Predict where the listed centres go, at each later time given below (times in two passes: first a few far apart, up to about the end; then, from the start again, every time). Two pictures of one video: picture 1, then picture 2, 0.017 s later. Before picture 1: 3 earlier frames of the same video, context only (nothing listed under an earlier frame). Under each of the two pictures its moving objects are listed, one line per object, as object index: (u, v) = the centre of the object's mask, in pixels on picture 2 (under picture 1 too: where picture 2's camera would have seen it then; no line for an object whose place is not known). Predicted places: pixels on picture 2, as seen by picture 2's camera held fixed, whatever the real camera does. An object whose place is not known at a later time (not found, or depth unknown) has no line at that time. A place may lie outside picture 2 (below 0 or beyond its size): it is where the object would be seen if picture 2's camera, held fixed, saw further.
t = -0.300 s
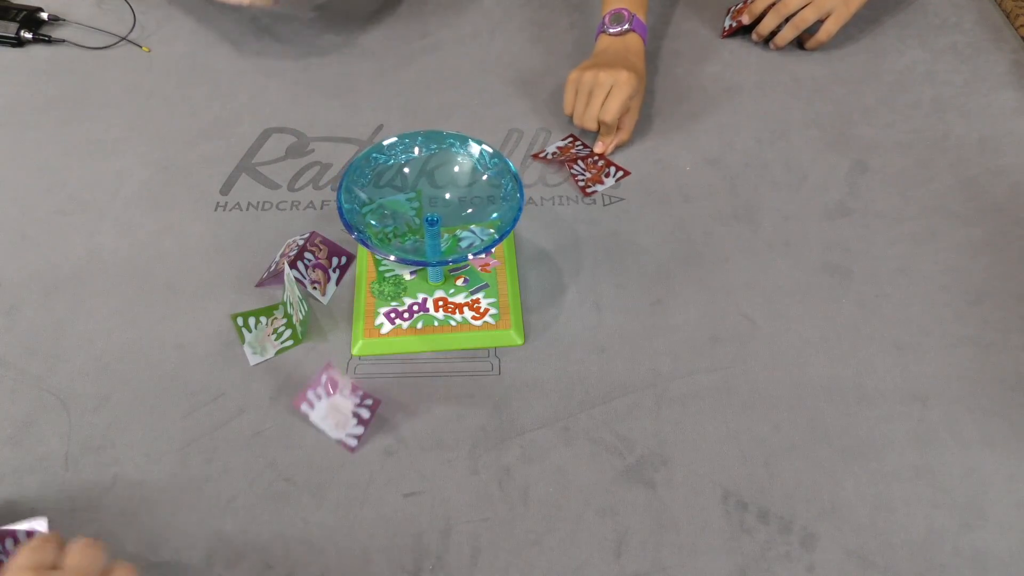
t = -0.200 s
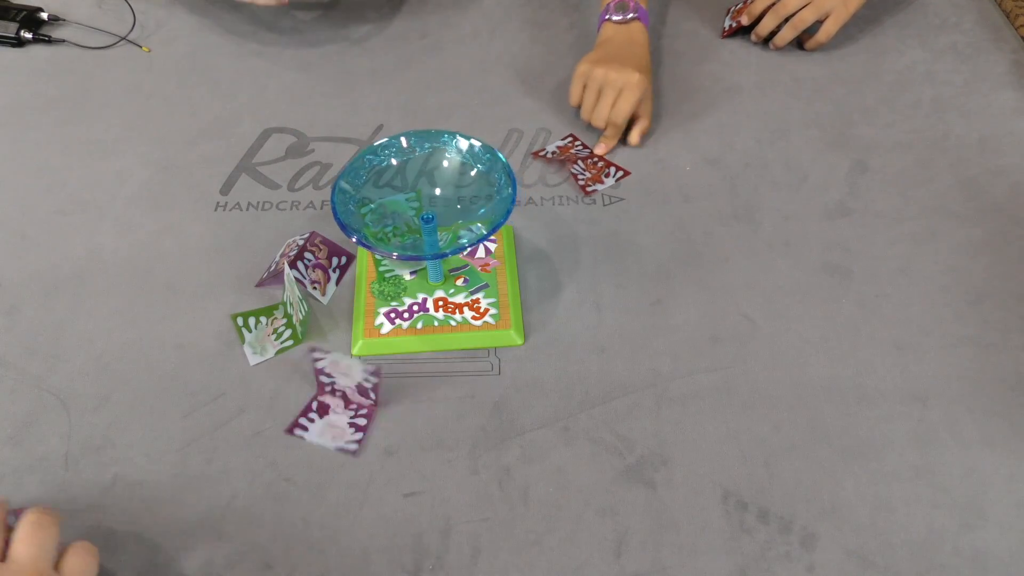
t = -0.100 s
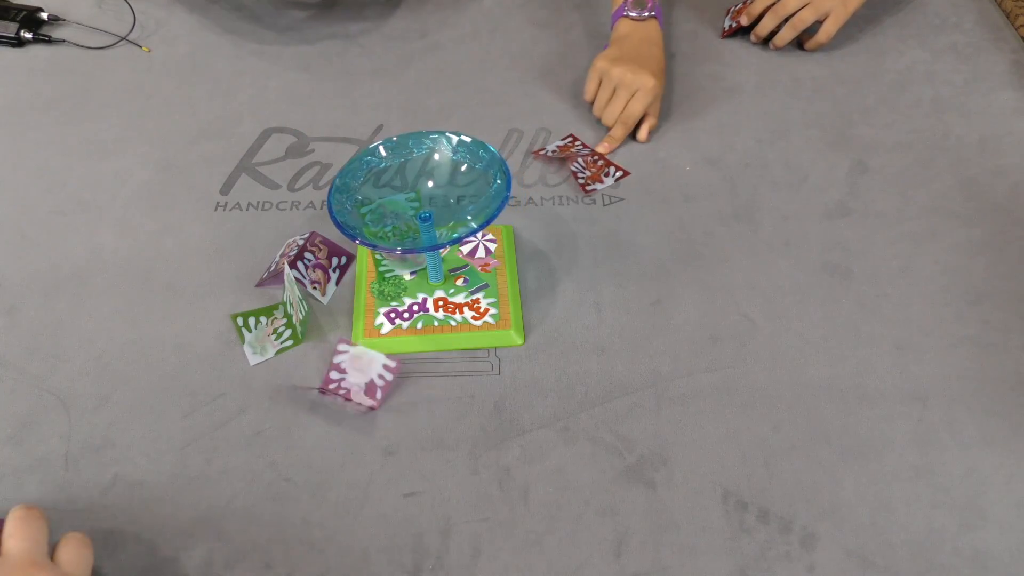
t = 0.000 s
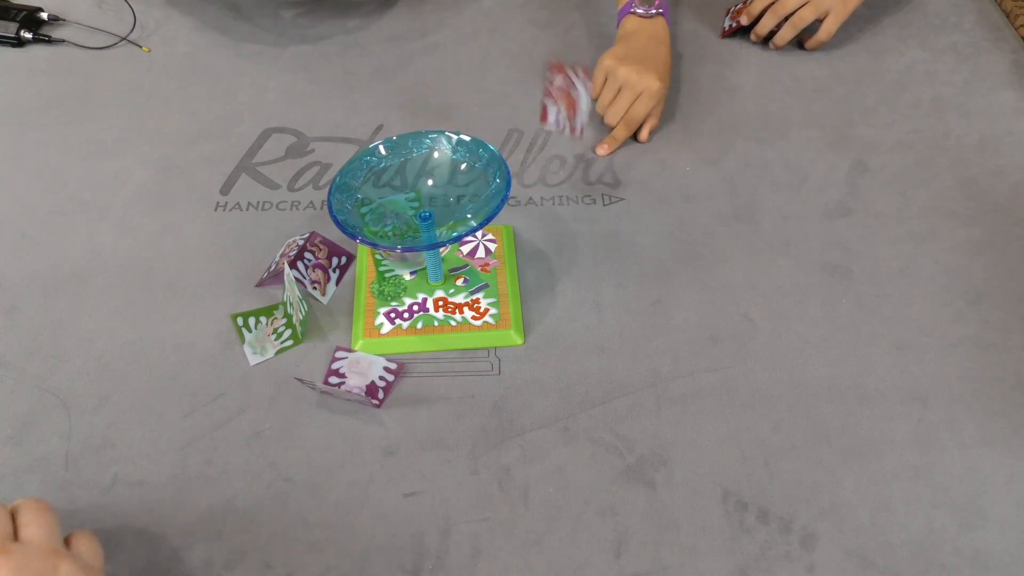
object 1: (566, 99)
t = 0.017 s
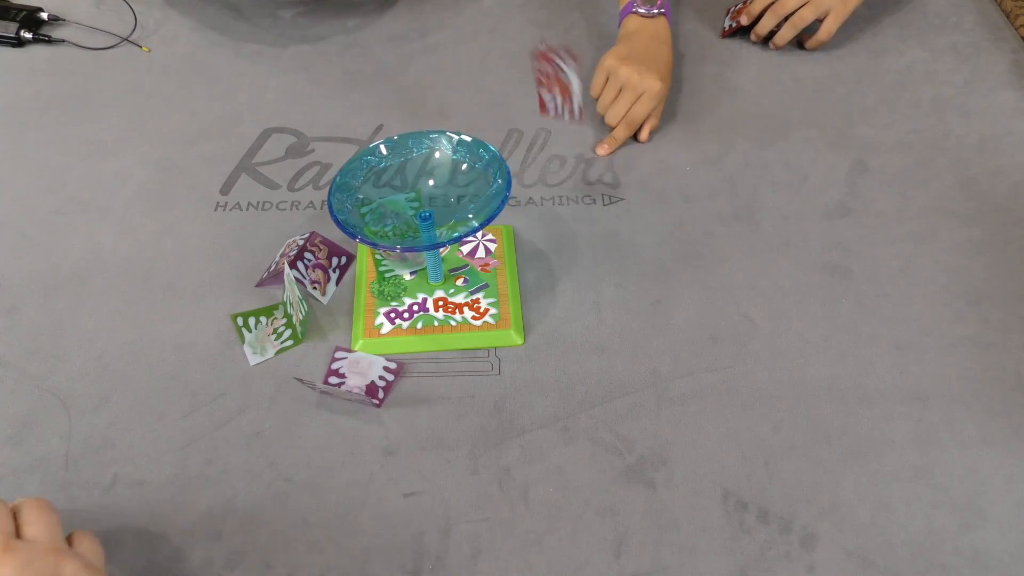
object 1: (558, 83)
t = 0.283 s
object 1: (456, 155)
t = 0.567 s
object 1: (452, 192)
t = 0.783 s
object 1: (434, 203)
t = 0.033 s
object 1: (548, 70)
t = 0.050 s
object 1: (538, 59)
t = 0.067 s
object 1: (530, 49)
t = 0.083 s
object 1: (521, 43)
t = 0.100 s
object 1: (513, 40)
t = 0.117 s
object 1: (505, 40)
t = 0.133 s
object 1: (496, 44)
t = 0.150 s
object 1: (486, 52)
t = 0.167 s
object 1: (475, 61)
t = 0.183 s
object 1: (462, 82)
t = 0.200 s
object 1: (453, 98)
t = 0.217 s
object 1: (447, 116)
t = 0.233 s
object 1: (443, 137)
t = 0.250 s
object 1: (442, 154)
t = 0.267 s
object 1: (447, 160)
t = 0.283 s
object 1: (456, 155)
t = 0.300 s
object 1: (460, 151)
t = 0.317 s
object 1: (466, 150)
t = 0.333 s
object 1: (470, 147)
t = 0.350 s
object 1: (473, 146)
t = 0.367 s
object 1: (476, 147)
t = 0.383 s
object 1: (479, 152)
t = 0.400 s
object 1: (480, 158)
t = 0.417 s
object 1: (477, 166)
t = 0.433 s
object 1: (475, 168)
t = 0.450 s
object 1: (474, 172)
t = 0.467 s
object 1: (473, 177)
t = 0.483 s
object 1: (471, 180)
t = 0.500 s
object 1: (469, 183)
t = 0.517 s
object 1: (466, 185)
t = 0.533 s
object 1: (461, 187)
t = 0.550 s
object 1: (457, 190)
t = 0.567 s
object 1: (452, 192)
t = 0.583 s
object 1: (448, 194)
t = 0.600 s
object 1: (444, 195)
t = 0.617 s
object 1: (442, 195)
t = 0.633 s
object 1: (439, 196)
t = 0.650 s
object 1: (437, 197)
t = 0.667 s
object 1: (436, 198)
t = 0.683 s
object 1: (436, 198)
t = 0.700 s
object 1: (436, 199)
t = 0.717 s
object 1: (435, 200)
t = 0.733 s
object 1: (434, 201)
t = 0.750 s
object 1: (434, 202)
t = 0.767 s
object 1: (434, 202)
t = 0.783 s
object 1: (434, 203)
